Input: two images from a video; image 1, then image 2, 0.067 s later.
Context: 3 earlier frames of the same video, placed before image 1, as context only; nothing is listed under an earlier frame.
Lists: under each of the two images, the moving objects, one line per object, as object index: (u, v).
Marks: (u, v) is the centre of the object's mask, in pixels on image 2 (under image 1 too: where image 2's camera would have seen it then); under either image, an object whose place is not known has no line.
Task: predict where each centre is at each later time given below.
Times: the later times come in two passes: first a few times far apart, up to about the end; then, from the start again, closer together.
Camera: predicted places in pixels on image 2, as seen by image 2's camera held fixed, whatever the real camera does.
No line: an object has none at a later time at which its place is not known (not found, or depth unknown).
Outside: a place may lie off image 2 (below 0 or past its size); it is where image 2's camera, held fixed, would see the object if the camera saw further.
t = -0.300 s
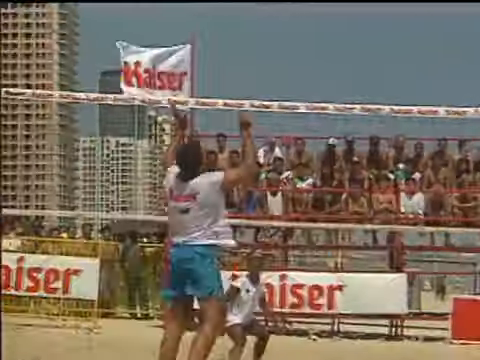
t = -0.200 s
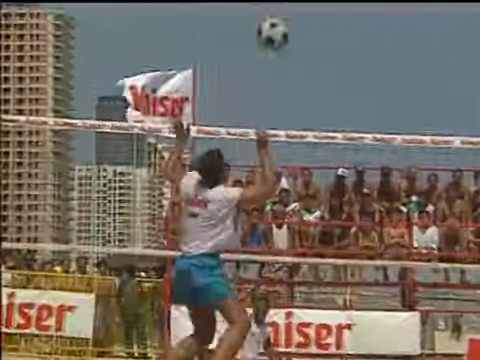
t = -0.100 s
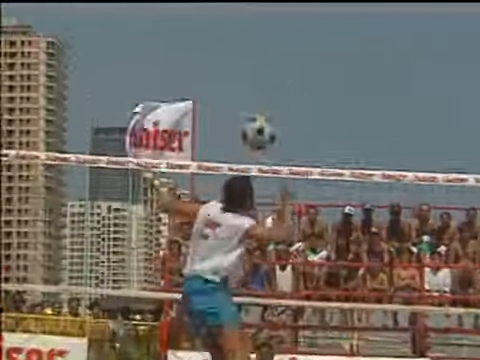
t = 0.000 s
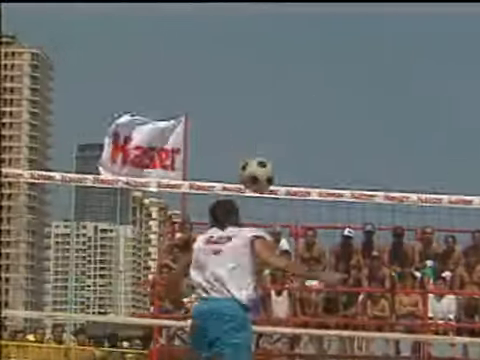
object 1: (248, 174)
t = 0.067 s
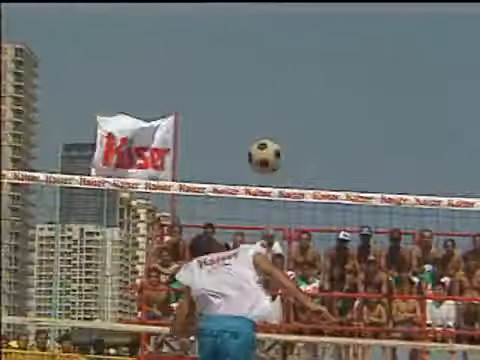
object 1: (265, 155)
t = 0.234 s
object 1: (296, 143)
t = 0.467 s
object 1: (336, 179)
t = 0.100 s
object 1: (273, 149)
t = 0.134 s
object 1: (279, 144)
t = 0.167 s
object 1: (285, 143)
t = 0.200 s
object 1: (291, 142)
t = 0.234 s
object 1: (296, 143)
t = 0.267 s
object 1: (304, 144)
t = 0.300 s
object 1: (309, 147)
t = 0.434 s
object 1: (331, 174)
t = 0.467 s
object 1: (336, 179)
